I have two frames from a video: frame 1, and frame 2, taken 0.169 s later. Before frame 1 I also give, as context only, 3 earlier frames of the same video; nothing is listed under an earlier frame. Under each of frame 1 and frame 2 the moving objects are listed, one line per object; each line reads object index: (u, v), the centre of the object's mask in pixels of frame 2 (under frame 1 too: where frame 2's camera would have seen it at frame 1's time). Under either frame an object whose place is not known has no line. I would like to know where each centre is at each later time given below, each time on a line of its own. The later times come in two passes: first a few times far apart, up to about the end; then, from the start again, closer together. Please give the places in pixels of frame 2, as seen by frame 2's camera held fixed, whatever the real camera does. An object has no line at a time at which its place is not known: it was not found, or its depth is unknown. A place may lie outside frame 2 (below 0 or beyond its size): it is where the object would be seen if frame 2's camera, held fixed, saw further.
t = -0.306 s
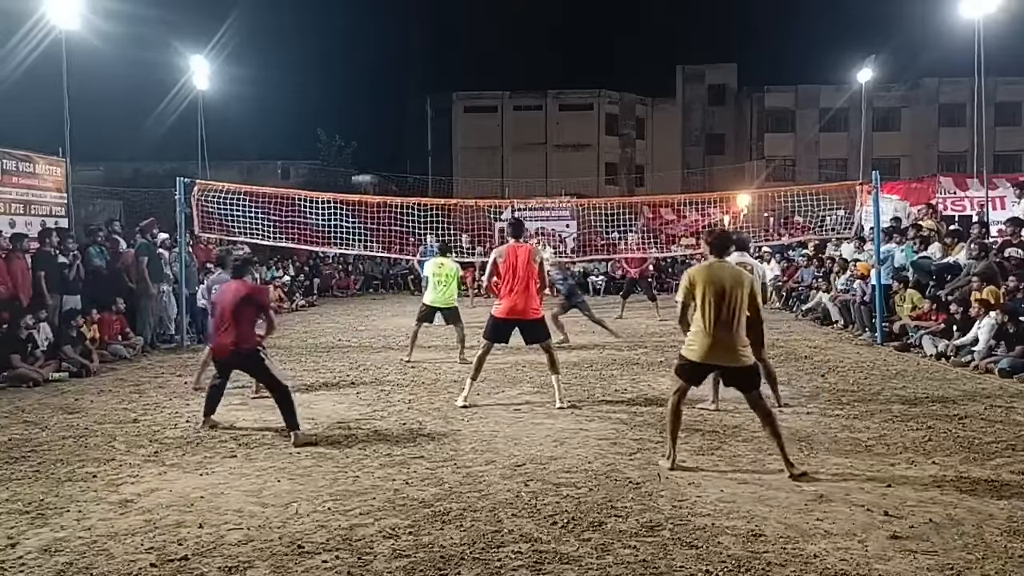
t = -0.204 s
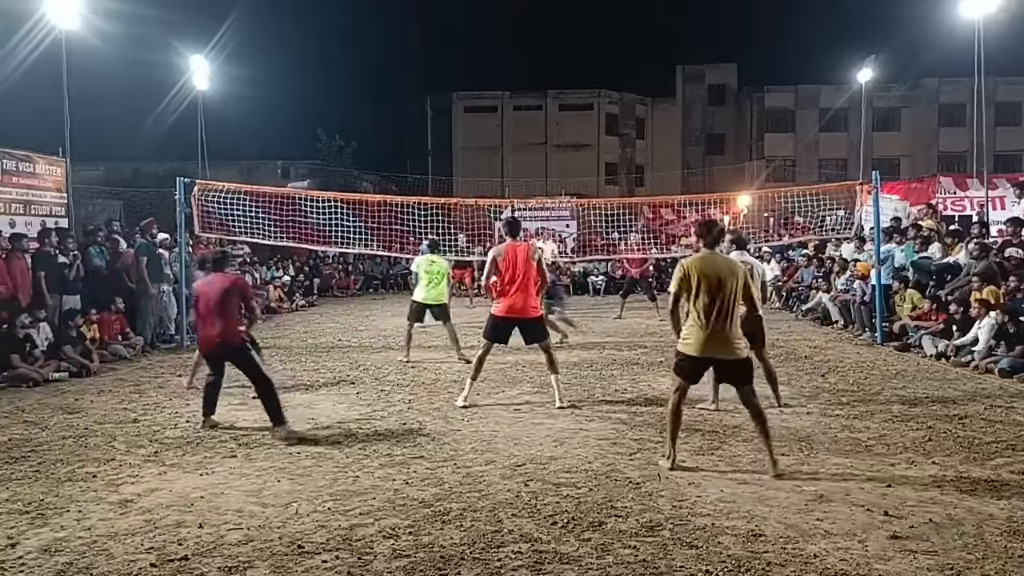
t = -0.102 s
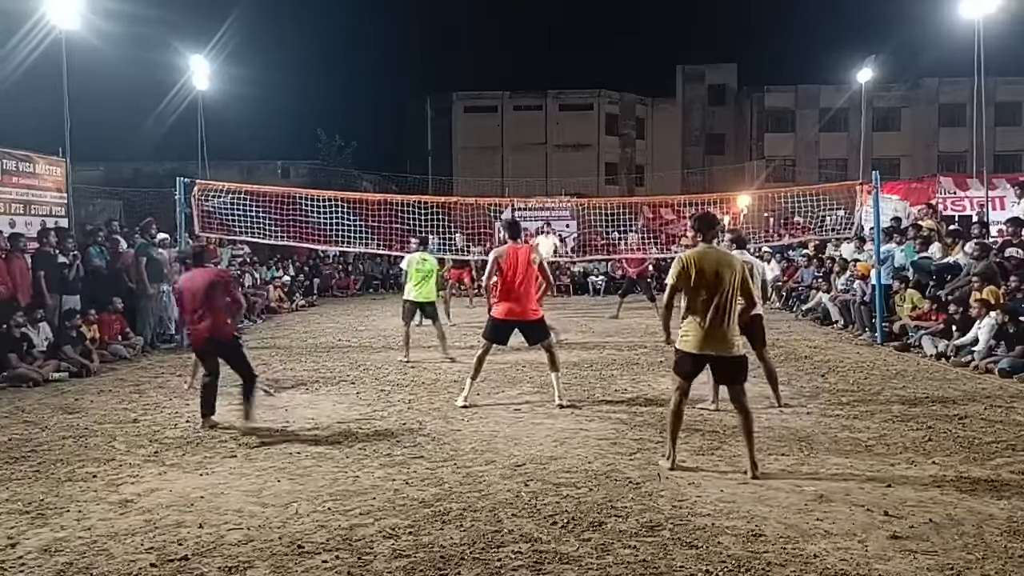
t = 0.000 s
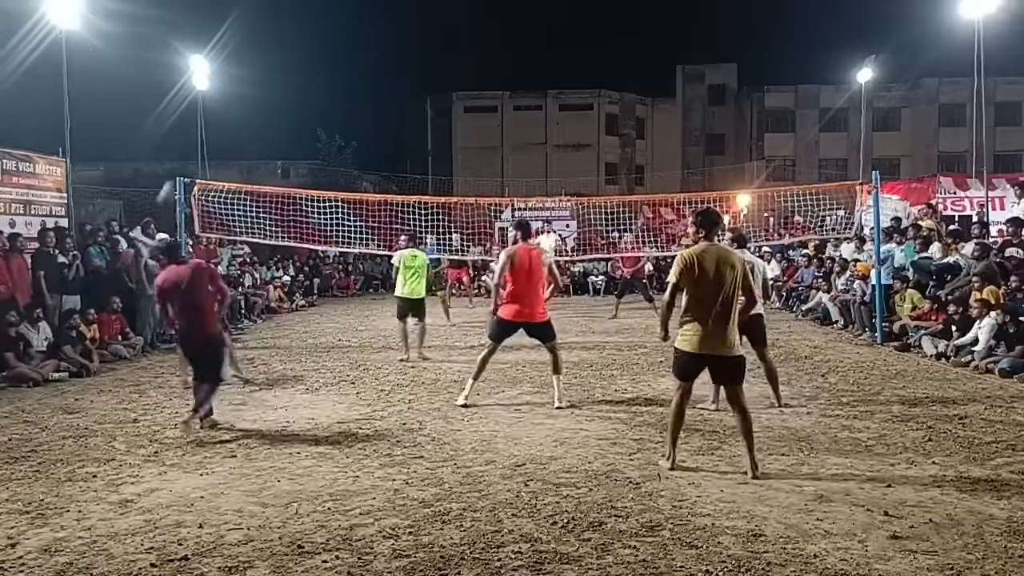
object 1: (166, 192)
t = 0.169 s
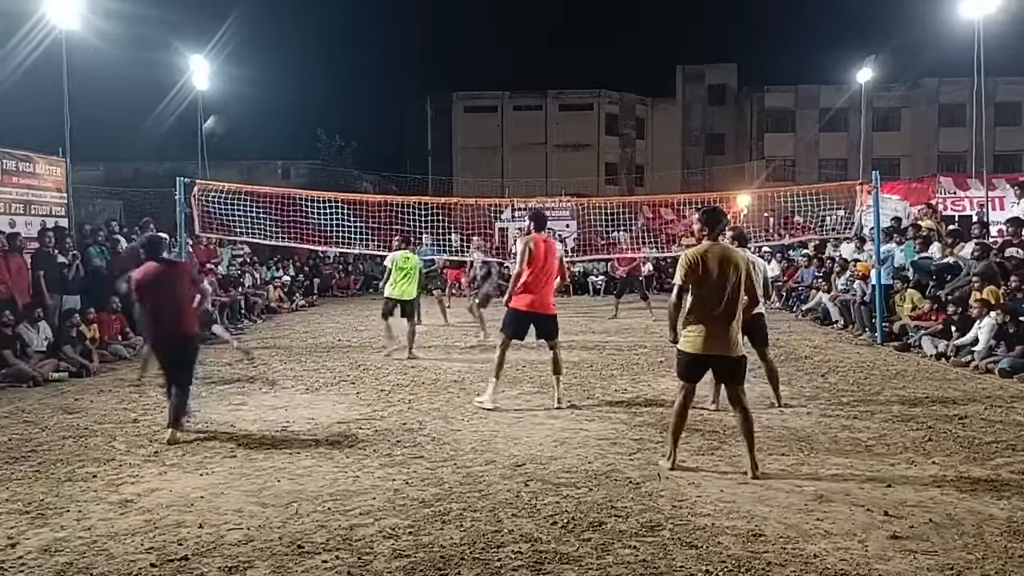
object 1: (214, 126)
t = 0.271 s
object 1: (238, 96)
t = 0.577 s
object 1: (313, 70)
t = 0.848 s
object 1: (373, 106)
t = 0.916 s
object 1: (387, 123)
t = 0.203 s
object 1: (221, 116)
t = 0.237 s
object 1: (229, 106)
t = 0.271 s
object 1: (238, 96)
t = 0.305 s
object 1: (245, 91)
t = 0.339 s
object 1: (256, 84)
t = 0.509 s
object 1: (297, 69)
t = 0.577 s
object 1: (313, 70)
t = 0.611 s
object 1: (321, 72)
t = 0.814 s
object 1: (366, 99)
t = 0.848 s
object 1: (373, 106)
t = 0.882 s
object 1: (380, 114)
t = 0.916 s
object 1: (387, 123)
